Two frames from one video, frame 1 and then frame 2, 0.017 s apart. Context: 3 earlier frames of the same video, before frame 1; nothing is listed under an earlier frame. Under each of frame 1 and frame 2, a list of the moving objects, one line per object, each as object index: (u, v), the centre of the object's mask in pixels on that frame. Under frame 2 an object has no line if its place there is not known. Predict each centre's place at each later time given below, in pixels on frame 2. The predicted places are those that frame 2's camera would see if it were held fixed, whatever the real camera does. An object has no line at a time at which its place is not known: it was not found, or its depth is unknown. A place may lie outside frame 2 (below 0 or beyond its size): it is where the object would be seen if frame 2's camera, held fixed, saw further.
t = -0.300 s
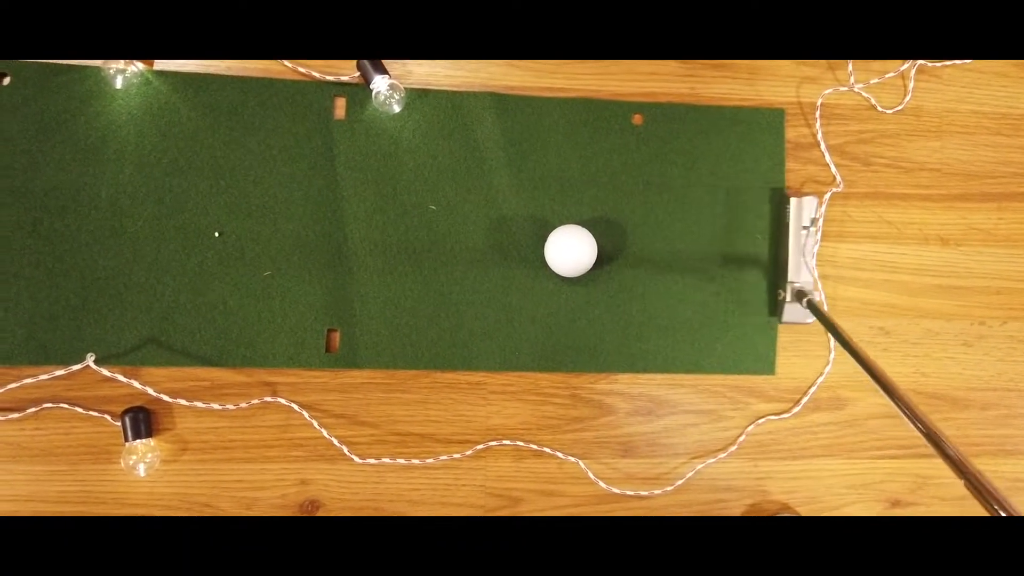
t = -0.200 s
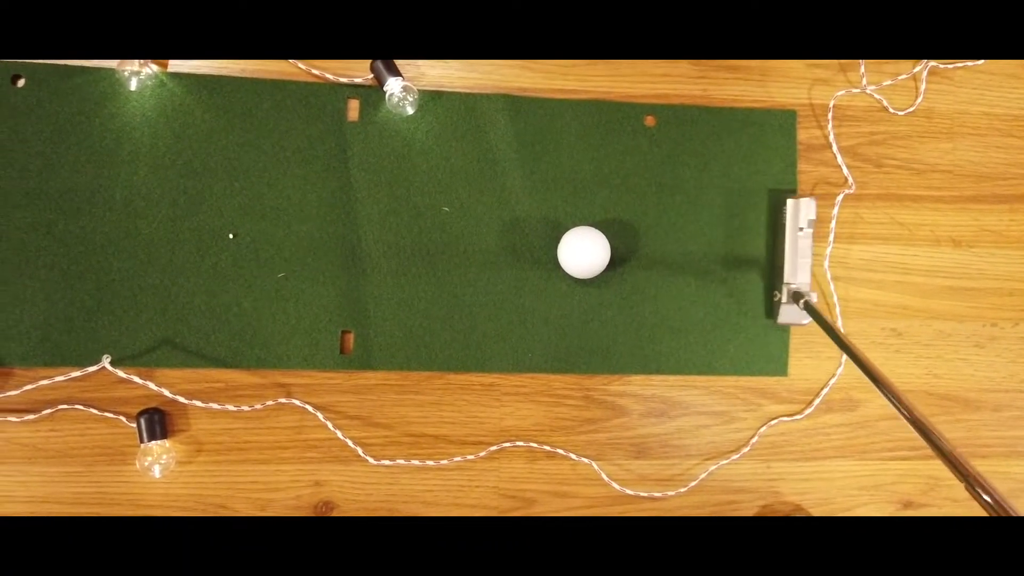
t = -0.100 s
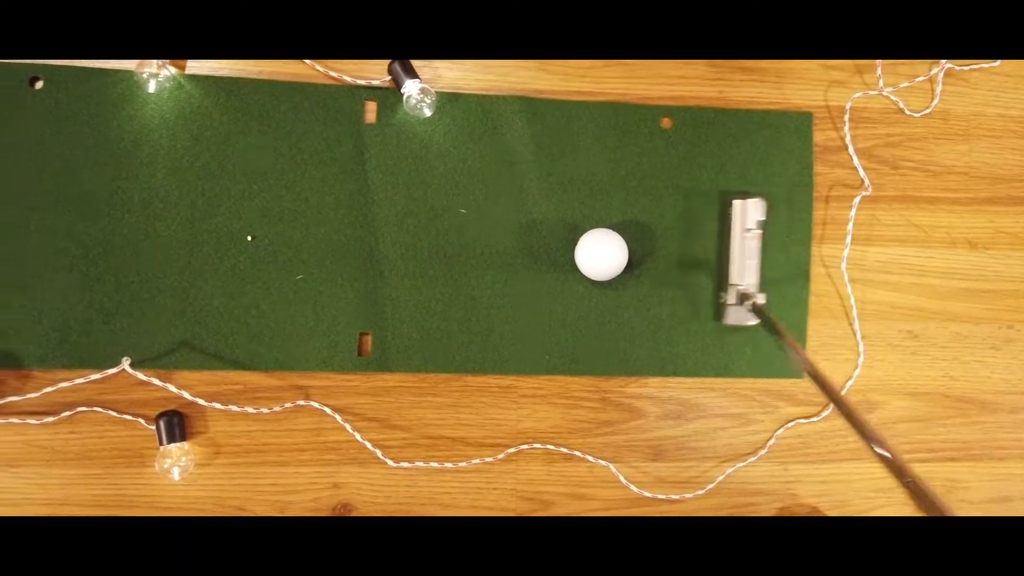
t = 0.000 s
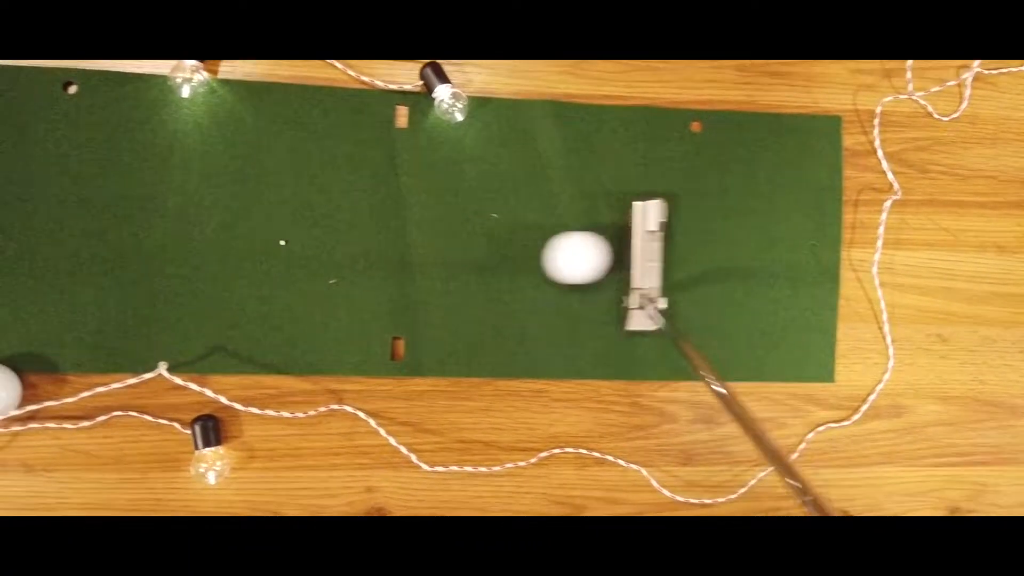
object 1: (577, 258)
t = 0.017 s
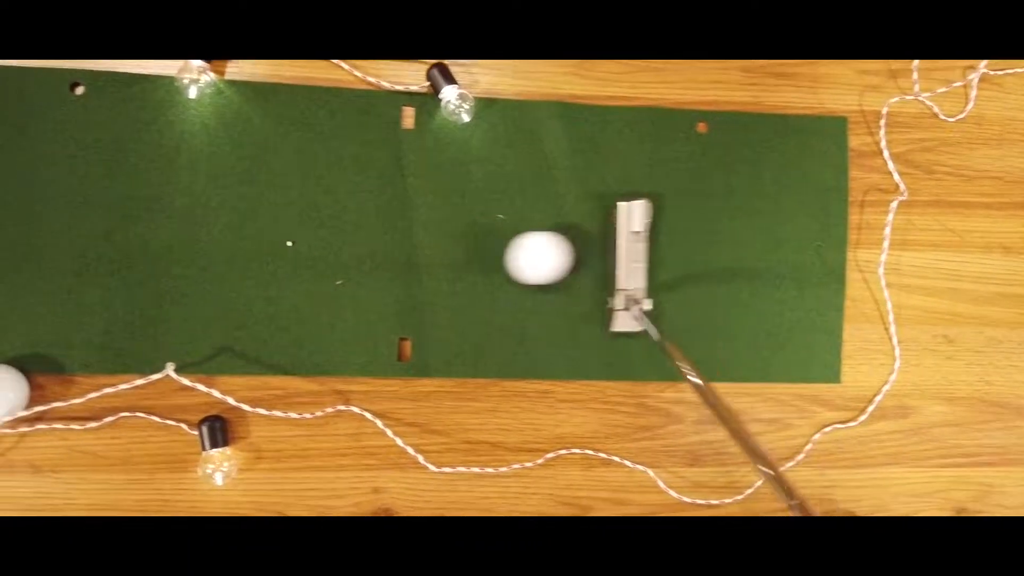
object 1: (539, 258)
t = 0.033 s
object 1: (497, 257)
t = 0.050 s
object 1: (455, 257)
